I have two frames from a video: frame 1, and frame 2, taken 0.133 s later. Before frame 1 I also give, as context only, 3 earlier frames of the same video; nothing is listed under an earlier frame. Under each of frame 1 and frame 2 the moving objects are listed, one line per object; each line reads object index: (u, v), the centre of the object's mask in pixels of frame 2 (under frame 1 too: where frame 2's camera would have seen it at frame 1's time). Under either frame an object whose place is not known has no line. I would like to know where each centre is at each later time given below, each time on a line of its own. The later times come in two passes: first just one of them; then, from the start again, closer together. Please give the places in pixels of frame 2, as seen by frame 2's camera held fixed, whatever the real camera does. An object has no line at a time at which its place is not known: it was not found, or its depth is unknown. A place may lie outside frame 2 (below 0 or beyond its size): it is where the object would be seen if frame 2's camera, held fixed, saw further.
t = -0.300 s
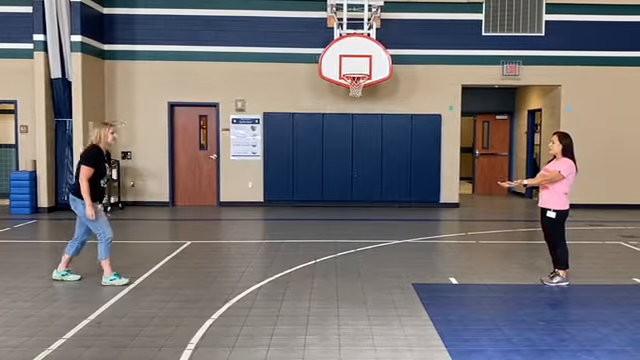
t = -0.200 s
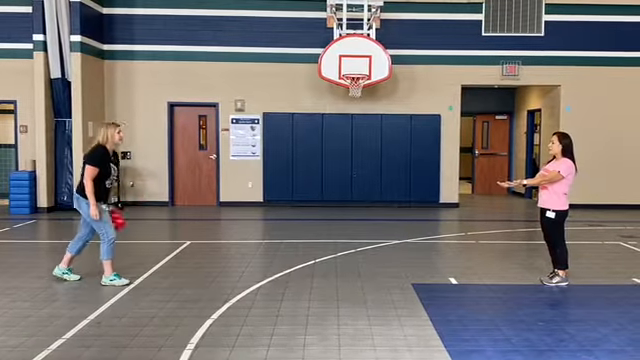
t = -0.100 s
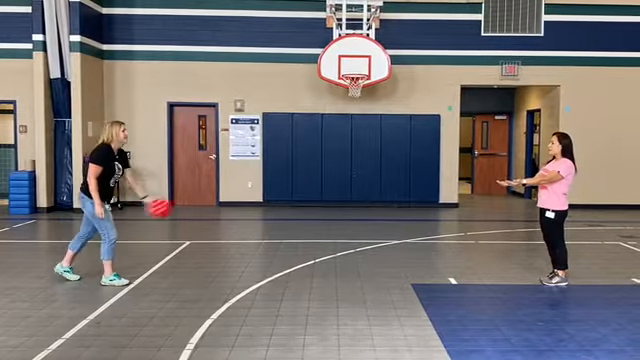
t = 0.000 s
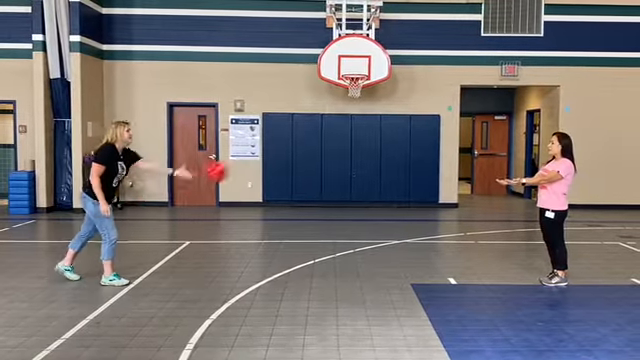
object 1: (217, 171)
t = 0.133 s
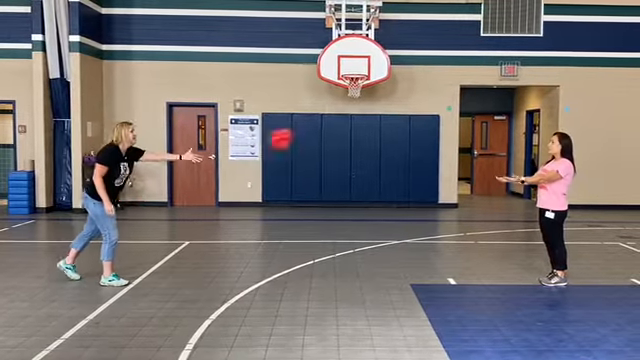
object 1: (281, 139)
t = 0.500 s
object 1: (428, 141)
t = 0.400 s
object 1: (392, 129)
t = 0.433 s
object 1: (404, 132)
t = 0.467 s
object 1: (417, 136)
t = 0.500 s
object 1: (428, 141)
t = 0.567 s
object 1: (452, 155)
